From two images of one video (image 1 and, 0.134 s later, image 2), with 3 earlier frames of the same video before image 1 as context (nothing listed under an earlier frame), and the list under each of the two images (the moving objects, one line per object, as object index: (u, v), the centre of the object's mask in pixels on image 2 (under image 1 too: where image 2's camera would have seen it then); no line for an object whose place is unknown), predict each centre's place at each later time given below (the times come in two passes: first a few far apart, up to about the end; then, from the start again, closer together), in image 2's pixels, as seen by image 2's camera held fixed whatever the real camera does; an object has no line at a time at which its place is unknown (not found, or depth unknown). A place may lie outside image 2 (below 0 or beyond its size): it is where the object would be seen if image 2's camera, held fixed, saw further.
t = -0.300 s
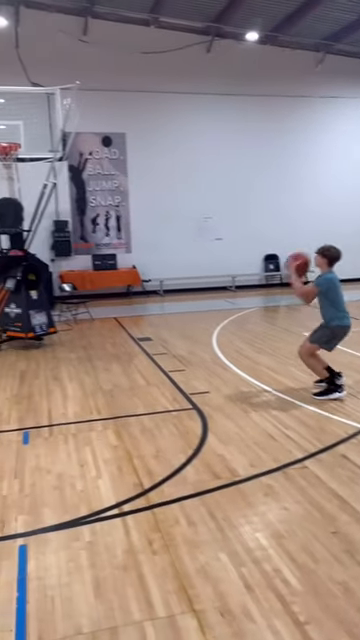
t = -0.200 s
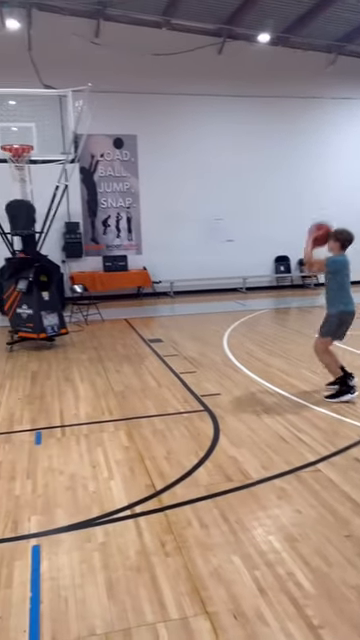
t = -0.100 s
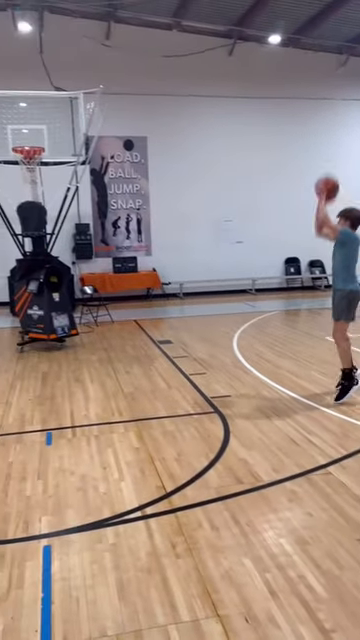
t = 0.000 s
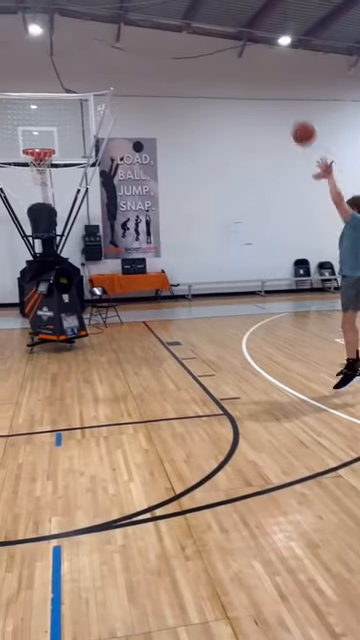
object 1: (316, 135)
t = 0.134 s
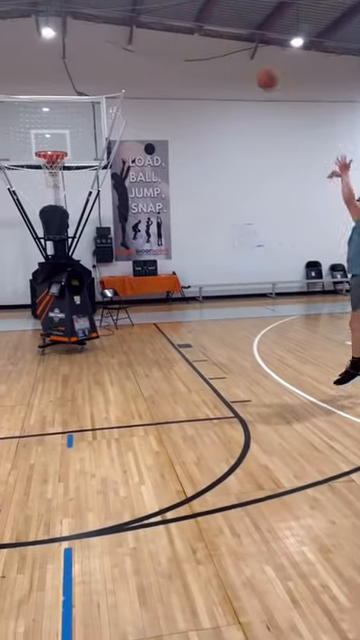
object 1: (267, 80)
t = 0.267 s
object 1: (223, 43)
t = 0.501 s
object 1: (155, 25)
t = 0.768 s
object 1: (93, 58)
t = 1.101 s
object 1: (43, 155)
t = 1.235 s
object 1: (48, 156)
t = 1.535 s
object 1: (63, 186)
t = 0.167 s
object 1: (256, 69)
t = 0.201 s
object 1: (243, 58)
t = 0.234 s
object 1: (233, 50)
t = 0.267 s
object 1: (223, 43)
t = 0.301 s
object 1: (211, 38)
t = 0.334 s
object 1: (201, 33)
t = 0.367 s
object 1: (191, 29)
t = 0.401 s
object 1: (182, 27)
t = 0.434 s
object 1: (173, 26)
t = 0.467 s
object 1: (165, 25)
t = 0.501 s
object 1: (155, 25)
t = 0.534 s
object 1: (147, 27)
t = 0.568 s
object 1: (138, 29)
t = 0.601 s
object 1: (131, 32)
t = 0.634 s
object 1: (123, 37)
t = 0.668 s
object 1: (115, 40)
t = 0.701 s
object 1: (108, 45)
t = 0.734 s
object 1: (100, 51)
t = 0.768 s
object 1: (93, 58)
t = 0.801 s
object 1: (87, 66)
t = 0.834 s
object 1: (80, 74)
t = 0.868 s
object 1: (73, 84)
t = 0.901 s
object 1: (68, 93)
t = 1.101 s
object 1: (43, 155)
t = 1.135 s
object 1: (45, 156)
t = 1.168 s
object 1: (46, 155)
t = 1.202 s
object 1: (47, 155)
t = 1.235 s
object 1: (48, 156)
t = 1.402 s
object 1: (63, 174)
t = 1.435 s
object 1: (63, 176)
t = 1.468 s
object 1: (64, 179)
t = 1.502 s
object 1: (63, 182)
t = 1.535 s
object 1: (63, 186)
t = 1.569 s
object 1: (63, 191)
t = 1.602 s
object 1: (64, 196)
